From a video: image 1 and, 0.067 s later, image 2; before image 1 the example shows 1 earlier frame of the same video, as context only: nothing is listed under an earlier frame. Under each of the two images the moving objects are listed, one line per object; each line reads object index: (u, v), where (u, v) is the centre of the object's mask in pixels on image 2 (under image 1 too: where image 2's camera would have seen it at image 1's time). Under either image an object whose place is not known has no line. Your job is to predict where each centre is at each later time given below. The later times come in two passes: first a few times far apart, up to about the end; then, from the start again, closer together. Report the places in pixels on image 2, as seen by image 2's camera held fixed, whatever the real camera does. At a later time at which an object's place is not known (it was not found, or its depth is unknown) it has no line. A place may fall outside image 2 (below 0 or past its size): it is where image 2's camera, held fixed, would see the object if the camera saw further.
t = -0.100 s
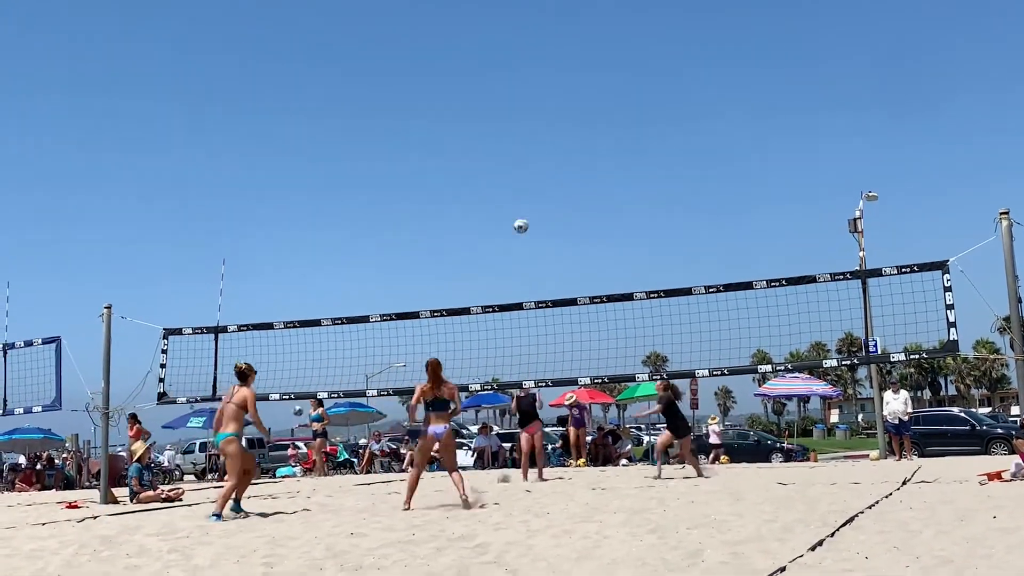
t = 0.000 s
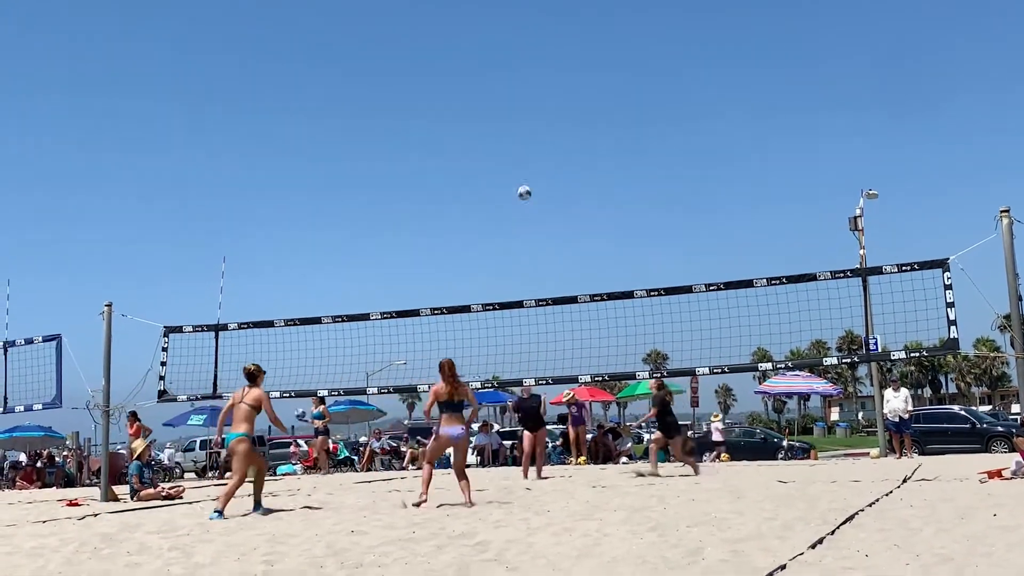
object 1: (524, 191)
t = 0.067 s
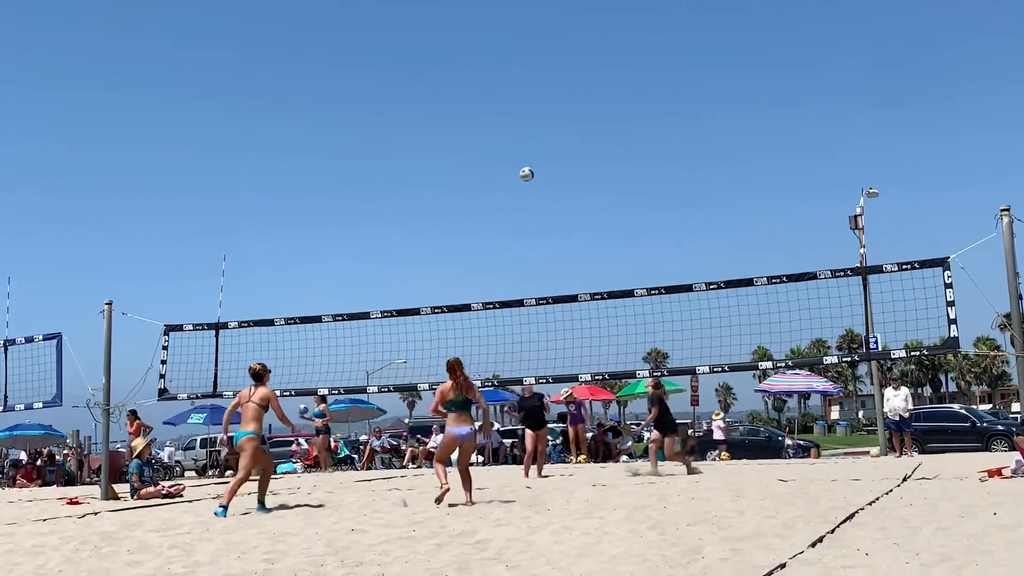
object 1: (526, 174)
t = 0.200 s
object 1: (532, 148)
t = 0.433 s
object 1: (545, 129)
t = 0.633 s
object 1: (560, 140)
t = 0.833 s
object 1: (577, 175)
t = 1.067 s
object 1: (602, 250)
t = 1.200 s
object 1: (618, 308)
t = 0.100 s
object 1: (528, 166)
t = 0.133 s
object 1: (529, 159)
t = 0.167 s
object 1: (531, 153)
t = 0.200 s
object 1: (532, 148)
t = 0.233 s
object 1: (534, 142)
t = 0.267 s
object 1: (536, 139)
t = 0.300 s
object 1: (538, 135)
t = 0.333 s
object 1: (540, 133)
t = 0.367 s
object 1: (541, 131)
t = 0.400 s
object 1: (543, 130)
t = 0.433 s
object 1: (545, 129)
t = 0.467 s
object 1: (547, 129)
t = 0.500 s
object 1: (550, 129)
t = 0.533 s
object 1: (552, 131)
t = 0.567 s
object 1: (555, 133)
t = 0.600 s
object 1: (557, 136)
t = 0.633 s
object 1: (560, 140)
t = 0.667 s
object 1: (562, 144)
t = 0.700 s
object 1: (565, 149)
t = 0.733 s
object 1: (568, 155)
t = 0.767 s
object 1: (571, 161)
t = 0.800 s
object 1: (574, 169)
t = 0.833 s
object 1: (577, 175)
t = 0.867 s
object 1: (581, 185)
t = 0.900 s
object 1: (584, 194)
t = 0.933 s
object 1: (588, 204)
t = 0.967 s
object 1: (591, 214)
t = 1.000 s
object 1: (595, 225)
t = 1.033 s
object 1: (598, 237)
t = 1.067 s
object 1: (602, 250)
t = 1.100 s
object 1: (606, 263)
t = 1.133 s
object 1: (610, 277)
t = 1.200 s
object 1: (618, 308)
